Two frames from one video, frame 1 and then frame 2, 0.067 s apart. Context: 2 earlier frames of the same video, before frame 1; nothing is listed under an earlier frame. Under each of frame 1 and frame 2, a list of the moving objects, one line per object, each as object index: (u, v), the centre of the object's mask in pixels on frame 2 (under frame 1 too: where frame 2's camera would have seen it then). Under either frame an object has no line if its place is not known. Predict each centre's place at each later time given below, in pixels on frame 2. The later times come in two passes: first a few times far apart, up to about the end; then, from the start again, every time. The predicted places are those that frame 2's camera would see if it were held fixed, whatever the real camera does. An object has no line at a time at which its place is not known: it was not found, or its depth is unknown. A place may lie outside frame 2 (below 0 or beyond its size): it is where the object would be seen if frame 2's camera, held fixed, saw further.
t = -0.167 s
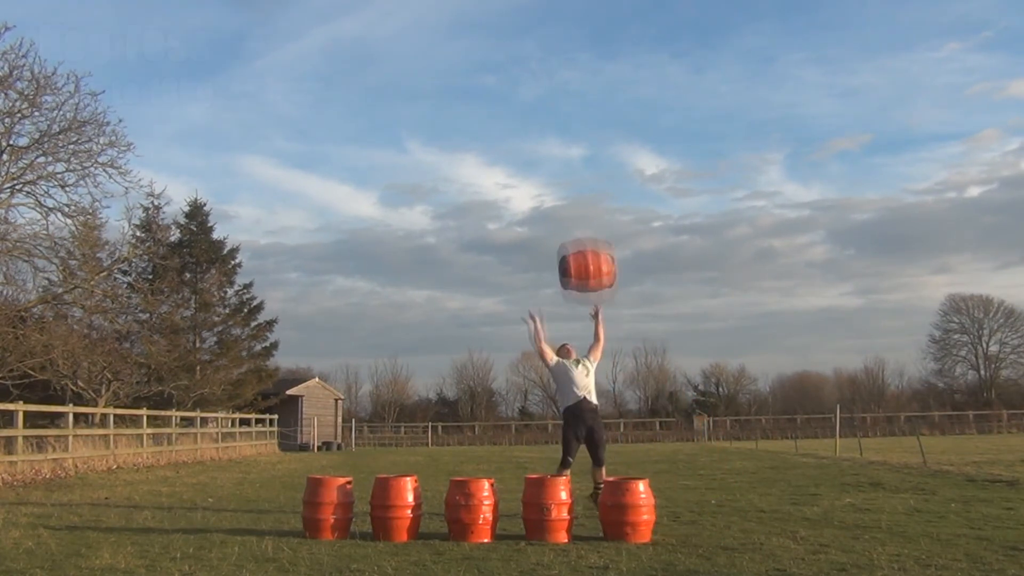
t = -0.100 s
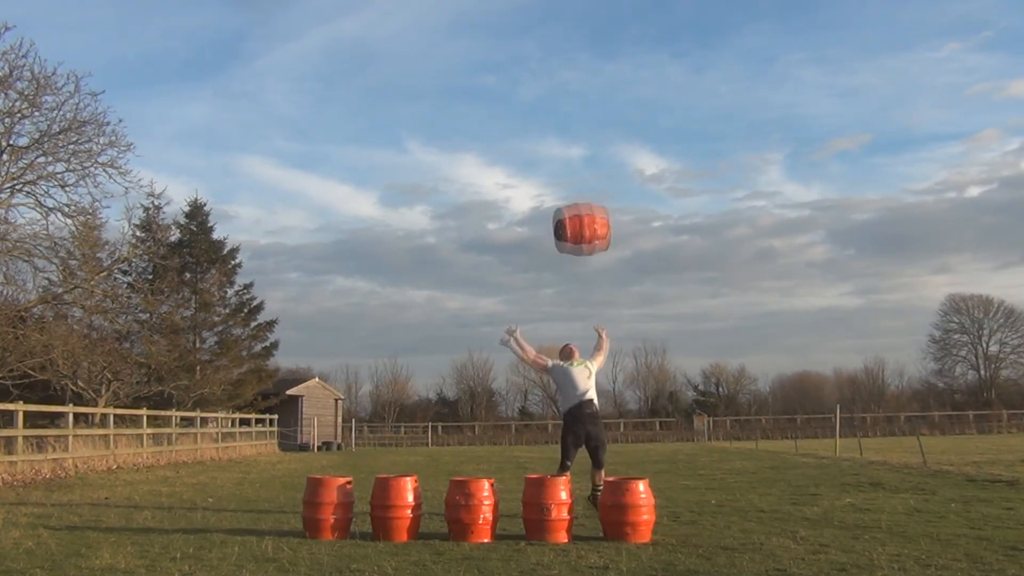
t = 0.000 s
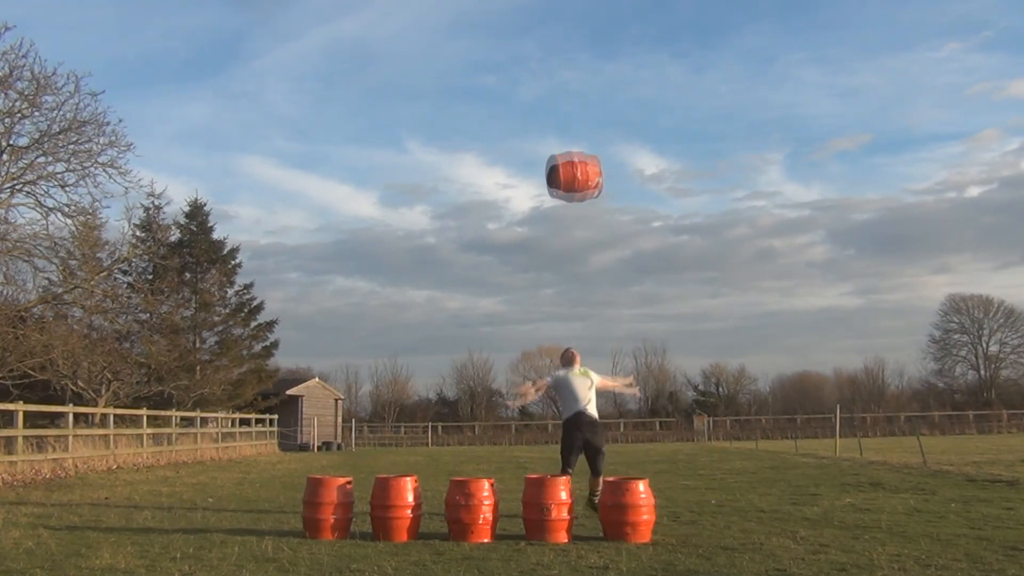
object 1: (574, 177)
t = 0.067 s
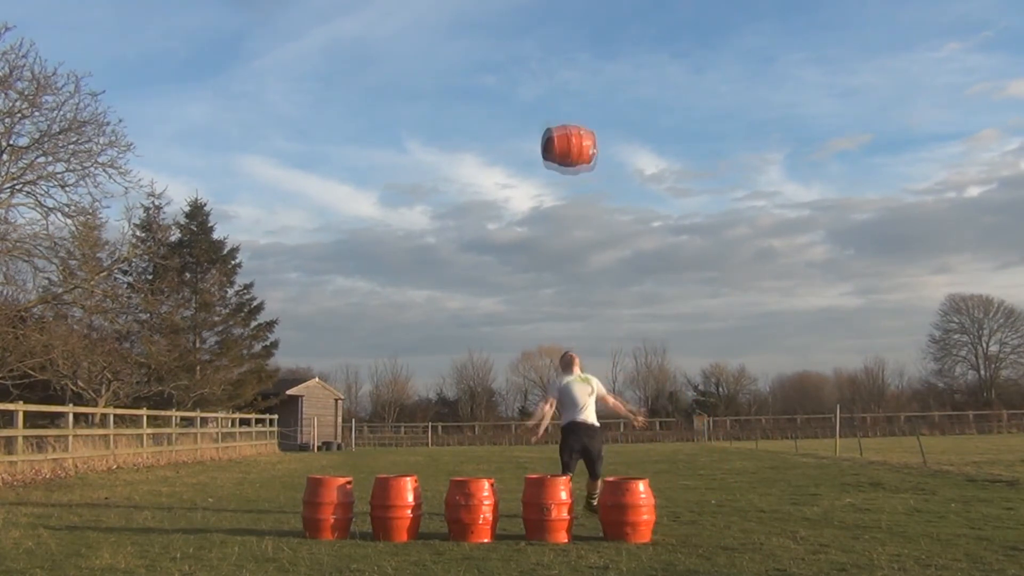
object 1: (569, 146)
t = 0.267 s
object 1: (553, 90)
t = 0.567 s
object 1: (533, 85)
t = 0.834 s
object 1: (519, 136)
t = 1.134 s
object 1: (503, 278)
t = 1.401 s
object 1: (496, 458)
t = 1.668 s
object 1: (458, 478)
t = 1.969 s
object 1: (435, 484)
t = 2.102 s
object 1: (432, 484)
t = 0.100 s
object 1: (566, 134)
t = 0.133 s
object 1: (563, 121)
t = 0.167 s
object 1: (561, 114)
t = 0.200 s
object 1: (558, 103)
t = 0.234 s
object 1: (555, 95)
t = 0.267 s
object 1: (553, 90)
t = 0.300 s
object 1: (550, 84)
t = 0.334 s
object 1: (547, 81)
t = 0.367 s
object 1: (545, 79)
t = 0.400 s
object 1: (542, 77)
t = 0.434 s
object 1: (540, 77)
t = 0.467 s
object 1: (538, 78)
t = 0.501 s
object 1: (536, 80)
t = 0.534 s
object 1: (535, 82)
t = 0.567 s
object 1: (533, 85)
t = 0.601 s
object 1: (531, 89)
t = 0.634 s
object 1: (530, 93)
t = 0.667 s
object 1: (528, 98)
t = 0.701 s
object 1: (526, 104)
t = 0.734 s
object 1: (524, 111)
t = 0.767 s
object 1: (523, 118)
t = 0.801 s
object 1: (521, 127)
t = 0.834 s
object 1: (519, 136)
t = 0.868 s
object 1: (517, 147)
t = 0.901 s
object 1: (515, 160)
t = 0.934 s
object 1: (514, 172)
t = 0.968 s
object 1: (511, 185)
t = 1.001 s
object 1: (509, 203)
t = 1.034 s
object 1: (507, 222)
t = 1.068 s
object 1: (506, 233)
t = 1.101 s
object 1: (505, 255)
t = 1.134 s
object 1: (503, 278)
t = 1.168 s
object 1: (502, 291)
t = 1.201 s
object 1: (501, 316)
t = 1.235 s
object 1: (499, 342)
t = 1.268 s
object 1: (499, 357)
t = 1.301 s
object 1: (499, 384)
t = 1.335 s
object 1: (498, 411)
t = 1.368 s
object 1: (497, 432)
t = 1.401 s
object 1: (496, 458)
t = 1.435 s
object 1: (501, 481)
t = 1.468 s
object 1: (499, 484)
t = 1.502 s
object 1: (495, 483)
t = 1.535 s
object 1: (491, 481)
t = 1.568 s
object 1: (485, 478)
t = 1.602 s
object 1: (478, 476)
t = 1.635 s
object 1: (464, 477)
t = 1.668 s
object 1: (458, 478)
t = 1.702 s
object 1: (455, 478)
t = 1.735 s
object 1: (450, 481)
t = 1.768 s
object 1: (446, 483)
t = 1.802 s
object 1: (443, 484)
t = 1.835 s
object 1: (441, 484)
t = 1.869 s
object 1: (439, 485)
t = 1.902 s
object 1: (438, 484)
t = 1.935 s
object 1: (436, 485)
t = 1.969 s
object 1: (435, 484)
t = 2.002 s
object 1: (434, 485)
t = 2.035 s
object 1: (433, 484)
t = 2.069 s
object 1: (433, 485)
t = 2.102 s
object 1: (432, 484)
